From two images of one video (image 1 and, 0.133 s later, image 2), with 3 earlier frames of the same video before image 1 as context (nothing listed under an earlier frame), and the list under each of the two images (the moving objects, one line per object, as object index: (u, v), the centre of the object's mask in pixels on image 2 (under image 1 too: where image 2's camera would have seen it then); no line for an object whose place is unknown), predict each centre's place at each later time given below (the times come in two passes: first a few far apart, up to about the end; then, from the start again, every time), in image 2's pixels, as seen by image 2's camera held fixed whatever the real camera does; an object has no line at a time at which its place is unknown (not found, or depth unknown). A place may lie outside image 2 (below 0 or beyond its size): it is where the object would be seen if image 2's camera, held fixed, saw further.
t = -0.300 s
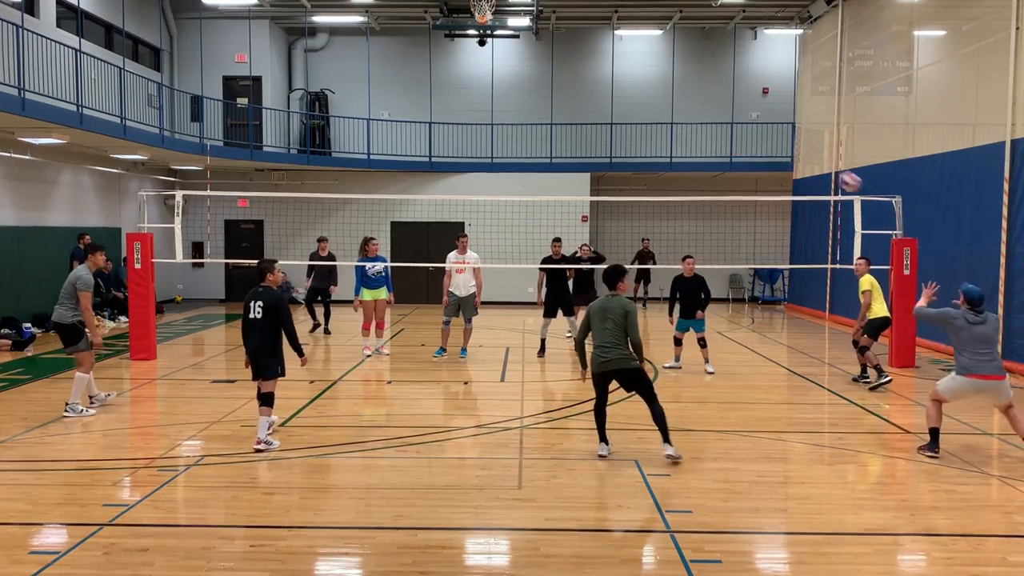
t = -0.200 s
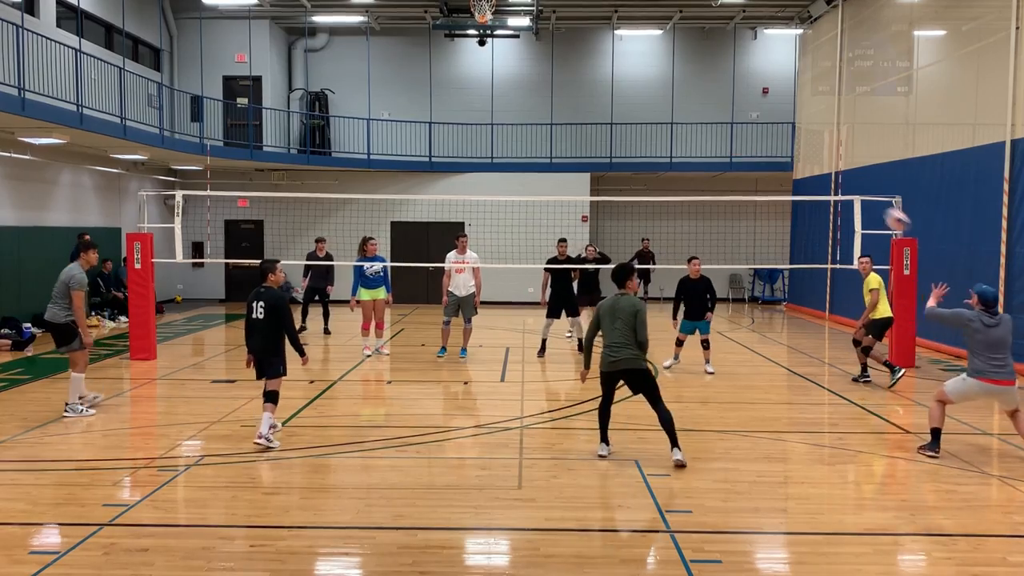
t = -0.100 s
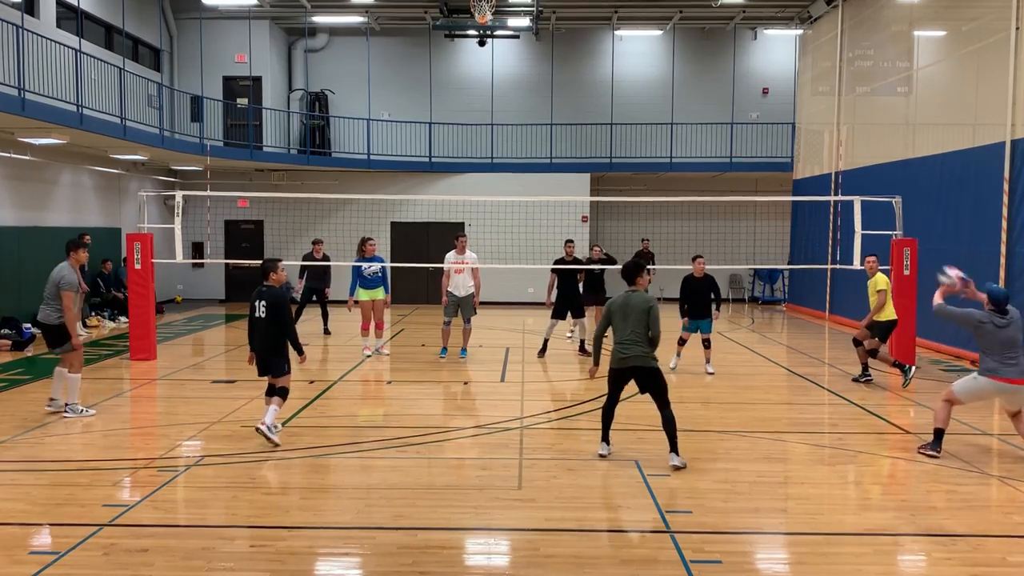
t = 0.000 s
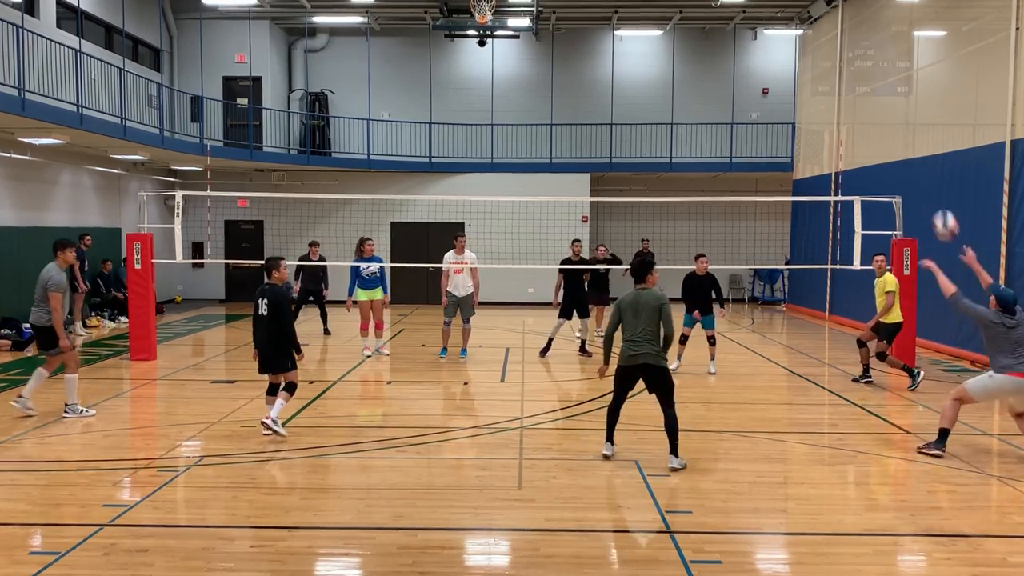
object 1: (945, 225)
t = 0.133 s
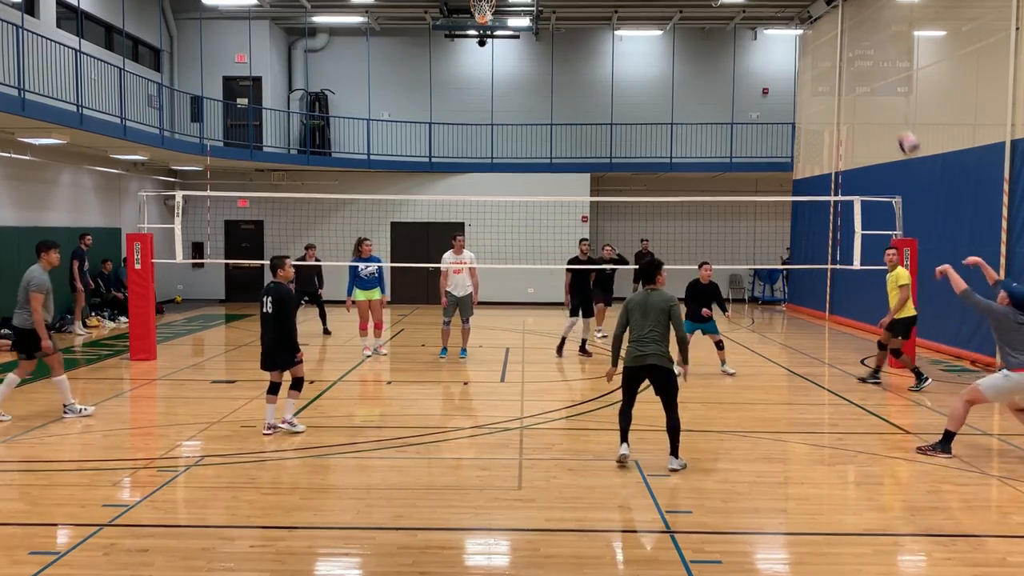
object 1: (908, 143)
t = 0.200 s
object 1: (891, 113)
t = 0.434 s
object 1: (831, 45)
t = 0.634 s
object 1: (783, 35)
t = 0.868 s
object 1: (730, 72)
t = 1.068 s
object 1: (687, 141)
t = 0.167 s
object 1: (900, 127)
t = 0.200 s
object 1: (891, 113)
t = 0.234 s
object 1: (882, 99)
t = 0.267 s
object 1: (873, 87)
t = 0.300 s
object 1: (863, 76)
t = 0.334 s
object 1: (855, 66)
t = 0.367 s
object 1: (847, 58)
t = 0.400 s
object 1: (839, 51)
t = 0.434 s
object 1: (831, 45)
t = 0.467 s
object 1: (823, 40)
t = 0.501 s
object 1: (815, 36)
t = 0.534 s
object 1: (808, 35)
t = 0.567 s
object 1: (799, 34)
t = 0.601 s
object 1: (790, 34)
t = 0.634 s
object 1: (783, 35)
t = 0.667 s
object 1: (775, 37)
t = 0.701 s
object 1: (767, 41)
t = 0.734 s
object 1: (760, 45)
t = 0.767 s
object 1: (752, 50)
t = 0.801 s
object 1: (745, 56)
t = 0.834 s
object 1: (738, 64)
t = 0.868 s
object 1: (730, 72)
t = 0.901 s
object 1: (723, 81)
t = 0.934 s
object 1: (716, 91)
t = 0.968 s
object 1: (708, 103)
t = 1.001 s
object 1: (701, 115)
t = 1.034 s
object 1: (694, 128)
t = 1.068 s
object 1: (687, 141)
